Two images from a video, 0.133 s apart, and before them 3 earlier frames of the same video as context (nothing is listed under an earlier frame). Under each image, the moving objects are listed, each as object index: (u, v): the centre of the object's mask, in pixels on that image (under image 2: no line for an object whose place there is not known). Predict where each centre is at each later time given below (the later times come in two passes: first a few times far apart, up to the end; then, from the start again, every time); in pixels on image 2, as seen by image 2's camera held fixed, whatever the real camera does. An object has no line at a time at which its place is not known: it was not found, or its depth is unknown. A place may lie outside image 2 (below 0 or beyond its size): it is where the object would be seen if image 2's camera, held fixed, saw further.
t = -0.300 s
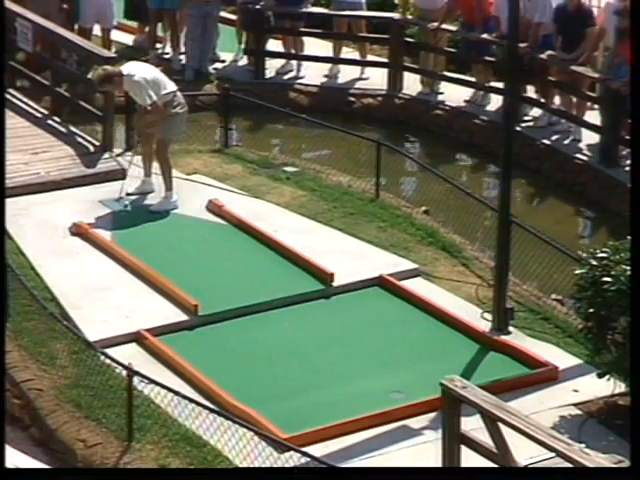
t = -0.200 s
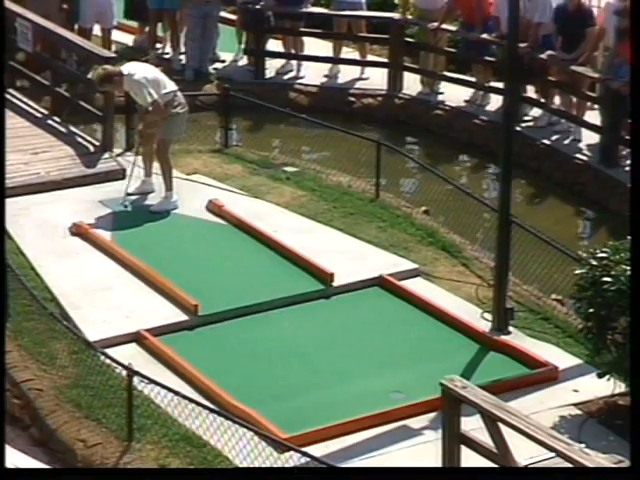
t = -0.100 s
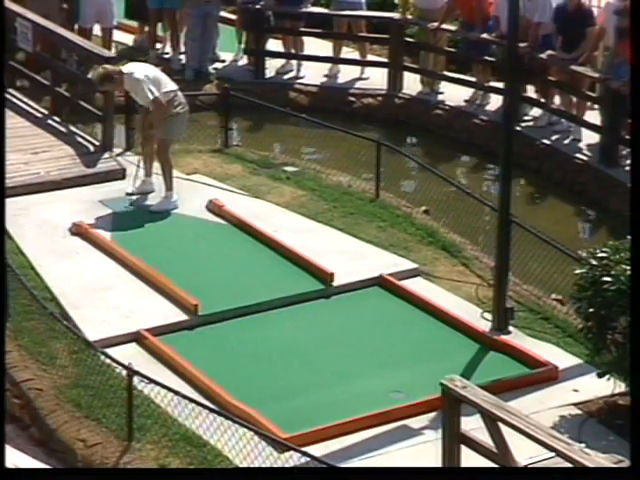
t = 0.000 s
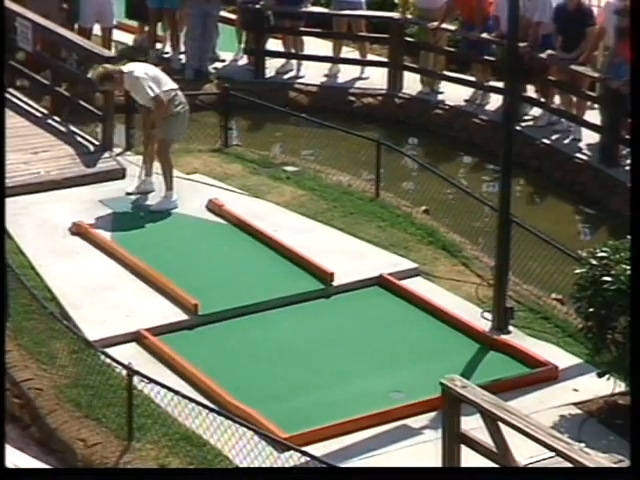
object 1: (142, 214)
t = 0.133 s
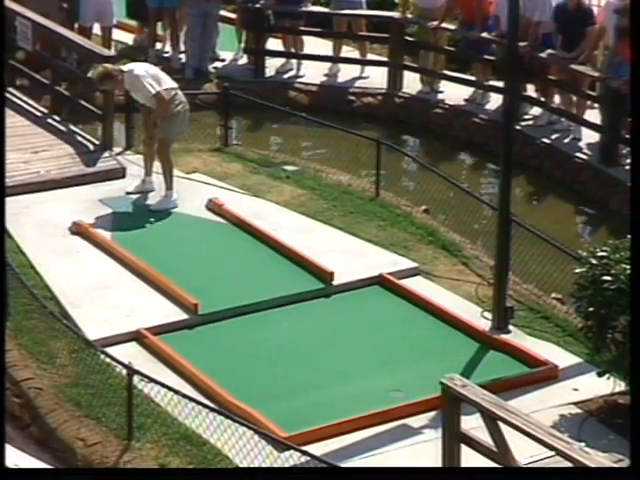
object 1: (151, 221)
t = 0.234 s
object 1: (158, 226)
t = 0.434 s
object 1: (173, 235)
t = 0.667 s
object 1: (190, 247)
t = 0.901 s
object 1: (207, 258)
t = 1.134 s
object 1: (225, 270)
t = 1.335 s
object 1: (240, 280)
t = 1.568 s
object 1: (257, 292)
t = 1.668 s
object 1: (265, 298)
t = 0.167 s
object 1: (153, 223)
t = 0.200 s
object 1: (155, 224)
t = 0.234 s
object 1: (158, 226)
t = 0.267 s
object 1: (161, 227)
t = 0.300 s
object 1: (163, 229)
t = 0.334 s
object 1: (166, 231)
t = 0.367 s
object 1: (168, 232)
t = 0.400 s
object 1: (170, 234)
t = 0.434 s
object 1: (173, 235)
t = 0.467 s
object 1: (175, 237)
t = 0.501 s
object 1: (177, 239)
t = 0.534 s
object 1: (180, 240)
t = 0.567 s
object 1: (182, 242)
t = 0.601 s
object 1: (184, 244)
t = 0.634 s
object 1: (187, 245)
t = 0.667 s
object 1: (190, 247)
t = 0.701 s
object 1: (191, 249)
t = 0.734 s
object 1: (194, 250)
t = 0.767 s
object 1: (196, 252)
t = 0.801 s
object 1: (199, 253)
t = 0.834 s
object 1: (202, 255)
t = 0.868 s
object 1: (204, 257)
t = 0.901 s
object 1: (207, 258)
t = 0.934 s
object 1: (209, 260)
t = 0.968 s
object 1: (212, 262)
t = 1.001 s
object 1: (214, 264)
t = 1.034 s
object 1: (217, 266)
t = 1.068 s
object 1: (220, 267)
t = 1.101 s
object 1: (222, 269)
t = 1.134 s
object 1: (225, 270)
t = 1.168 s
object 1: (227, 272)
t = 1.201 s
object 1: (229, 273)
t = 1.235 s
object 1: (232, 275)
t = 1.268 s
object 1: (235, 277)
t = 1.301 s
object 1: (237, 278)
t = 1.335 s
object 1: (240, 280)
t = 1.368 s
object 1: (242, 281)
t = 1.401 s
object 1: (245, 283)
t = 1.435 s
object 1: (247, 285)
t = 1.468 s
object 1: (250, 287)
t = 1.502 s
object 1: (253, 289)
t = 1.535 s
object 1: (255, 291)
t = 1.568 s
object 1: (257, 292)
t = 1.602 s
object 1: (260, 294)
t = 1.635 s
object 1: (263, 297)
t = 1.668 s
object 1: (265, 298)
